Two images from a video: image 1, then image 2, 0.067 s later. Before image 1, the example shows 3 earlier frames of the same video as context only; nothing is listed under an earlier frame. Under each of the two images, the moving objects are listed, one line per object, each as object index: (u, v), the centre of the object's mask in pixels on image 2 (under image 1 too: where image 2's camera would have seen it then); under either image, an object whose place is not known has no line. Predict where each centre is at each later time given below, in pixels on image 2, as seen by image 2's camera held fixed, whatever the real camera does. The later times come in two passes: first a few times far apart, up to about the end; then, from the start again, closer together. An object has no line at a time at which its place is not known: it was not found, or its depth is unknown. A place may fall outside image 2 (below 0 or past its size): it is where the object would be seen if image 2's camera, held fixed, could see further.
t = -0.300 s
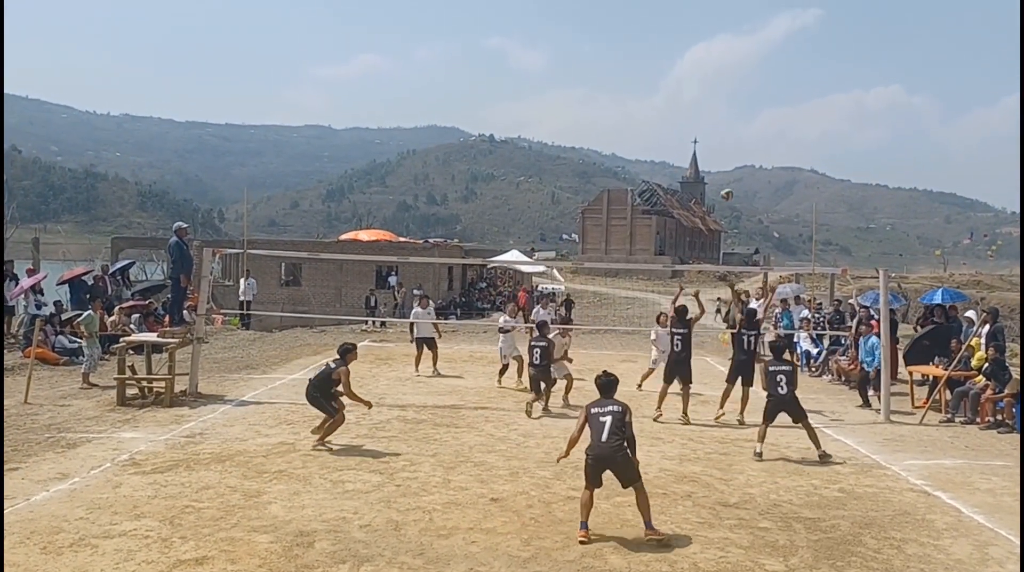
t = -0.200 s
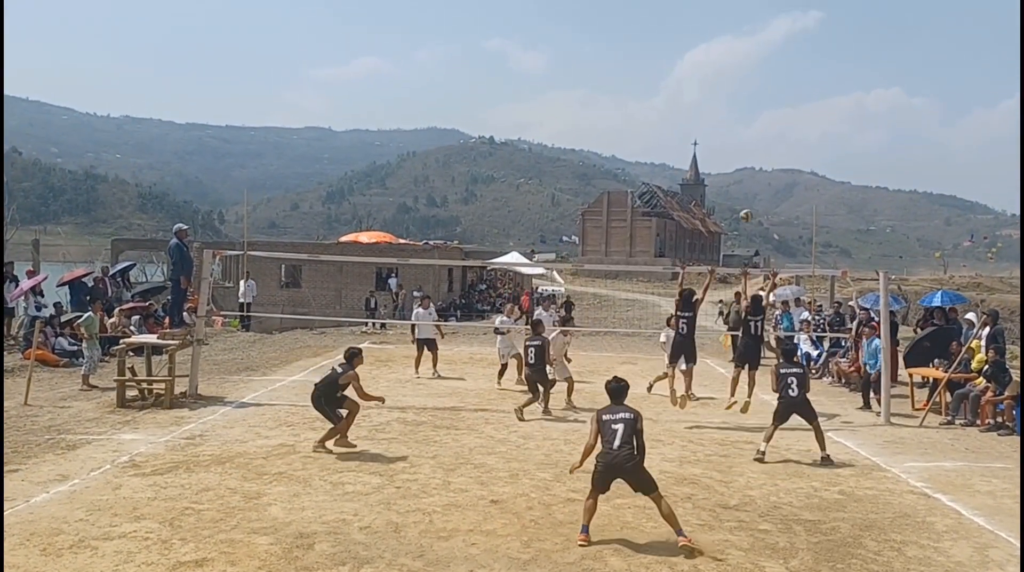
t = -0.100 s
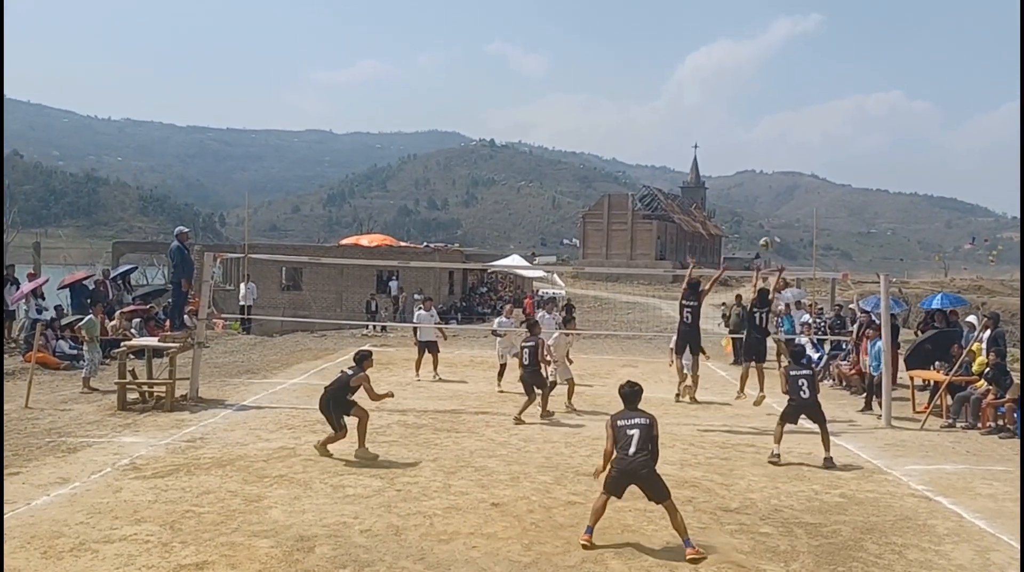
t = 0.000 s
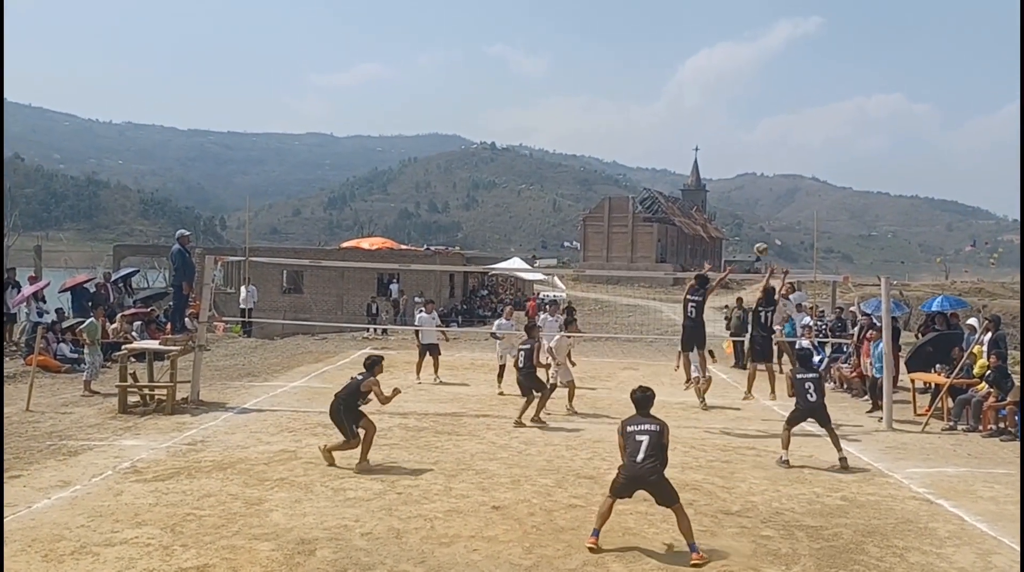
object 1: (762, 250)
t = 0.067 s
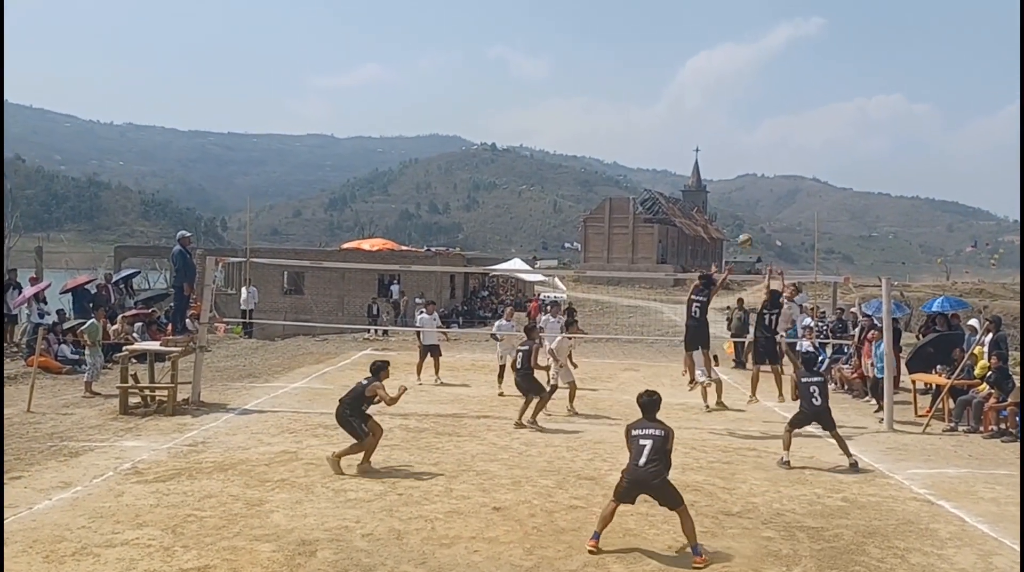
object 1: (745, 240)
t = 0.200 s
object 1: (703, 224)
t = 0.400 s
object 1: (604, 203)
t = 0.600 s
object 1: (420, 204)
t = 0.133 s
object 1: (726, 232)
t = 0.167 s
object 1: (715, 228)
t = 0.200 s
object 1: (703, 224)
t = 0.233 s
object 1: (689, 219)
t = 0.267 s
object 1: (674, 215)
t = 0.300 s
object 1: (660, 213)
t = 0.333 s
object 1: (642, 208)
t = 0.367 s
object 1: (624, 205)
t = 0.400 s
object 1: (604, 203)
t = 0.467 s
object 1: (556, 200)
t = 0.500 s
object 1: (528, 199)
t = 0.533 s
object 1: (496, 201)
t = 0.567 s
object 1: (462, 202)
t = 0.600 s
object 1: (420, 204)
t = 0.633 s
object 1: (374, 208)
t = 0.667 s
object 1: (320, 214)
